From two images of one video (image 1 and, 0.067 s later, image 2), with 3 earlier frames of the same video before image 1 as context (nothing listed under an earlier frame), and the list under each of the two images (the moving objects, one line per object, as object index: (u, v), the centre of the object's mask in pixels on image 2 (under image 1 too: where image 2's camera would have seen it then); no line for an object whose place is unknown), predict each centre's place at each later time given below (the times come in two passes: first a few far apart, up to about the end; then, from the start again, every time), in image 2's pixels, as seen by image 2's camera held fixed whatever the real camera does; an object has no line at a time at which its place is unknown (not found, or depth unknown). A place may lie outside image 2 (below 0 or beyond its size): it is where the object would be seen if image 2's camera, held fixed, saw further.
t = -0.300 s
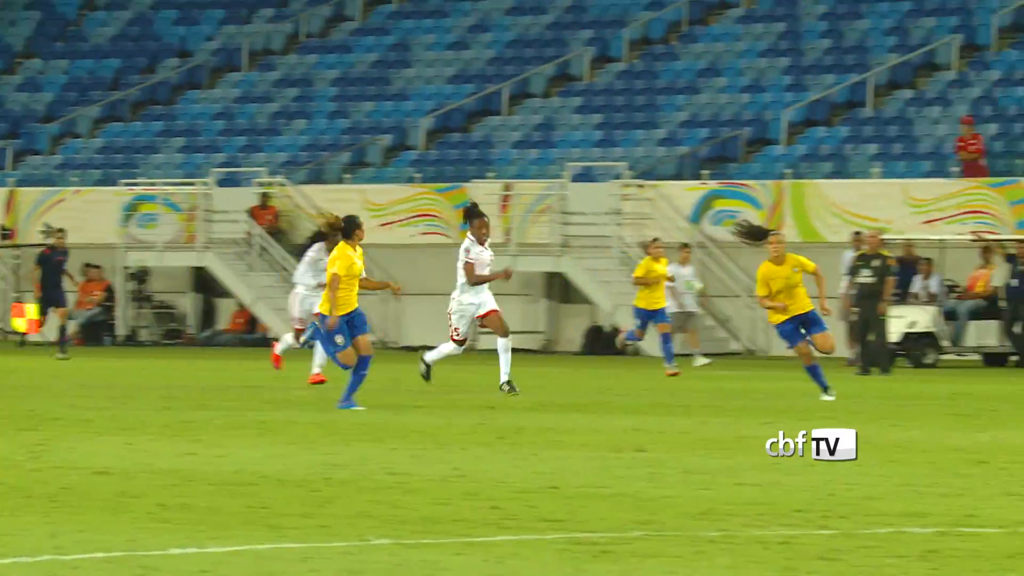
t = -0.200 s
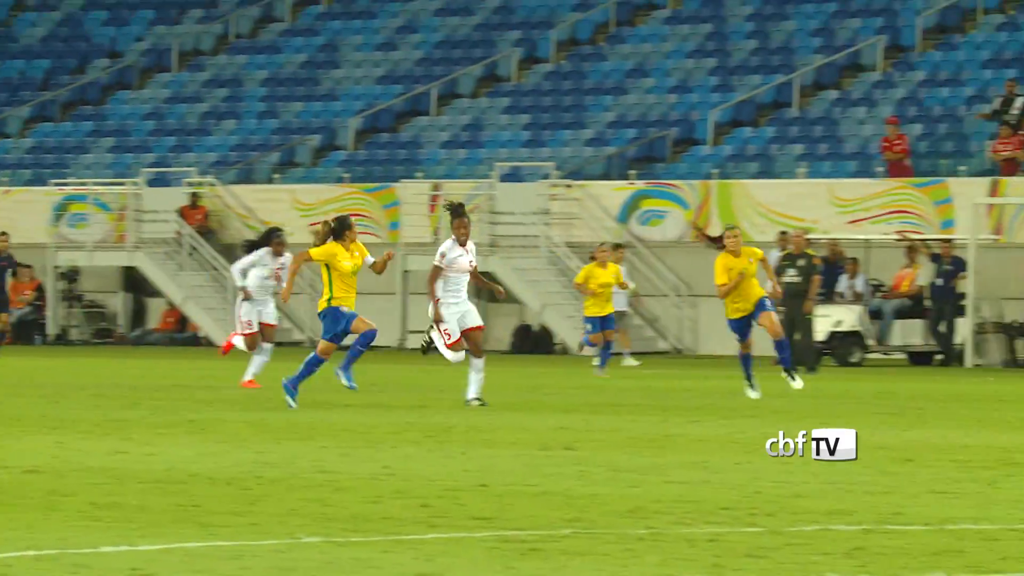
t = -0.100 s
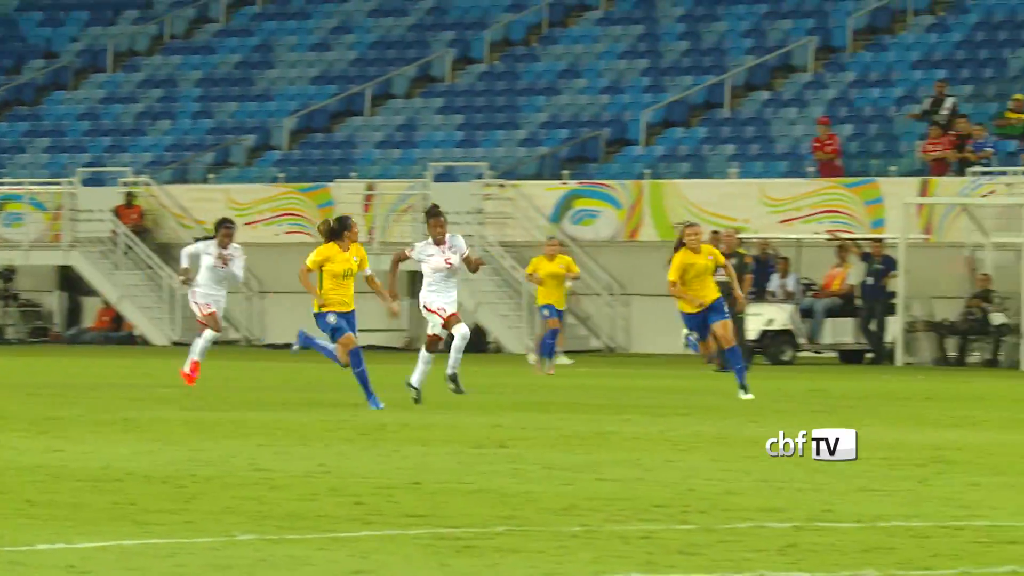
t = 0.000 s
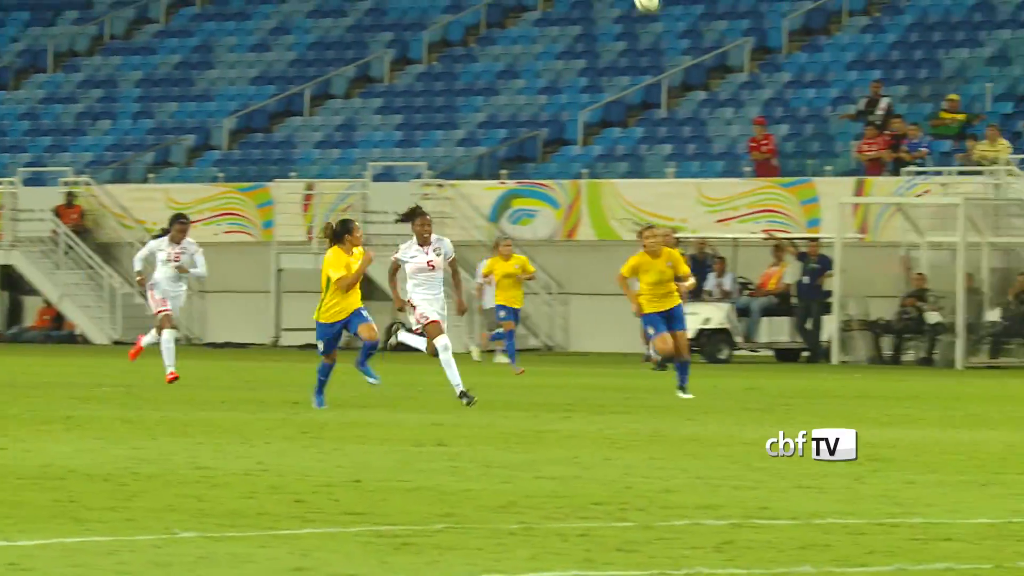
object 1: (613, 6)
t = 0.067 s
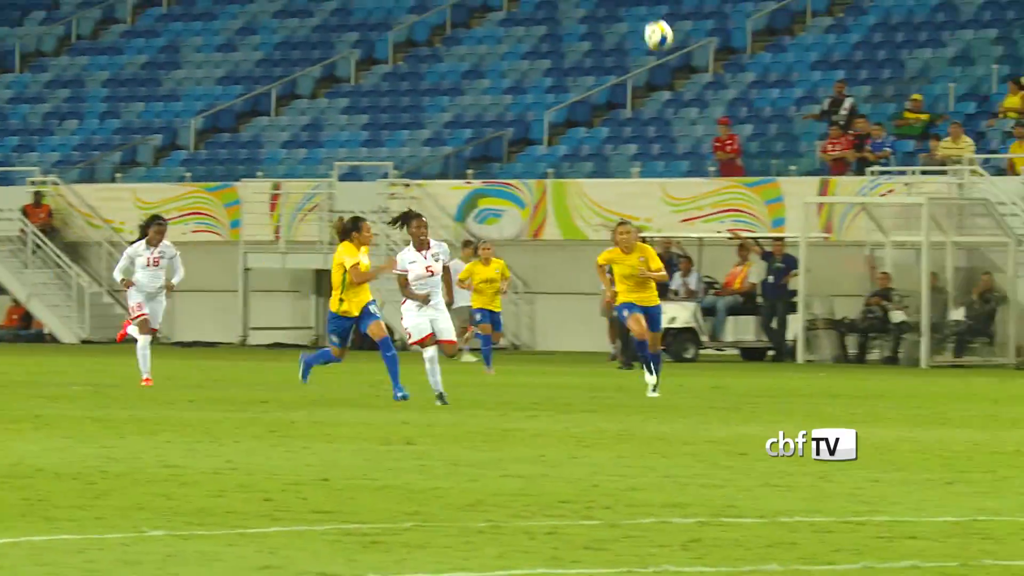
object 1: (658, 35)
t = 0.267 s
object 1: (795, 177)
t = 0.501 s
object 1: (964, 412)
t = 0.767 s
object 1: (1072, 261)
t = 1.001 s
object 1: (1168, 209)
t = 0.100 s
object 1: (681, 56)
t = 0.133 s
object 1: (704, 78)
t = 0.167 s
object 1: (727, 101)
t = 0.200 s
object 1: (749, 124)
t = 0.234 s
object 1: (772, 151)
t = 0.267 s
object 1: (795, 177)
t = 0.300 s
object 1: (819, 207)
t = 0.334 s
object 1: (842, 237)
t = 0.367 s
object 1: (866, 270)
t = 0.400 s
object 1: (888, 303)
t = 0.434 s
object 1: (913, 339)
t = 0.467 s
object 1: (939, 376)
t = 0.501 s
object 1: (964, 412)
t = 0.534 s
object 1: (977, 390)
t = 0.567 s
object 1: (991, 367)
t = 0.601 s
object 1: (1004, 345)
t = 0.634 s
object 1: (1018, 326)
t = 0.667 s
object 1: (1032, 307)
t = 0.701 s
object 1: (1045, 291)
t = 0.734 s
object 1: (1059, 274)
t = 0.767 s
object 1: (1072, 261)
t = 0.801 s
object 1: (1086, 249)
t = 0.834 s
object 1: (1100, 237)
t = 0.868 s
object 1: (1113, 229)
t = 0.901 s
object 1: (1126, 220)
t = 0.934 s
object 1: (1141, 215)
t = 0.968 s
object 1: (1154, 211)
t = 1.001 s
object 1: (1168, 209)
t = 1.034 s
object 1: (1182, 208)
